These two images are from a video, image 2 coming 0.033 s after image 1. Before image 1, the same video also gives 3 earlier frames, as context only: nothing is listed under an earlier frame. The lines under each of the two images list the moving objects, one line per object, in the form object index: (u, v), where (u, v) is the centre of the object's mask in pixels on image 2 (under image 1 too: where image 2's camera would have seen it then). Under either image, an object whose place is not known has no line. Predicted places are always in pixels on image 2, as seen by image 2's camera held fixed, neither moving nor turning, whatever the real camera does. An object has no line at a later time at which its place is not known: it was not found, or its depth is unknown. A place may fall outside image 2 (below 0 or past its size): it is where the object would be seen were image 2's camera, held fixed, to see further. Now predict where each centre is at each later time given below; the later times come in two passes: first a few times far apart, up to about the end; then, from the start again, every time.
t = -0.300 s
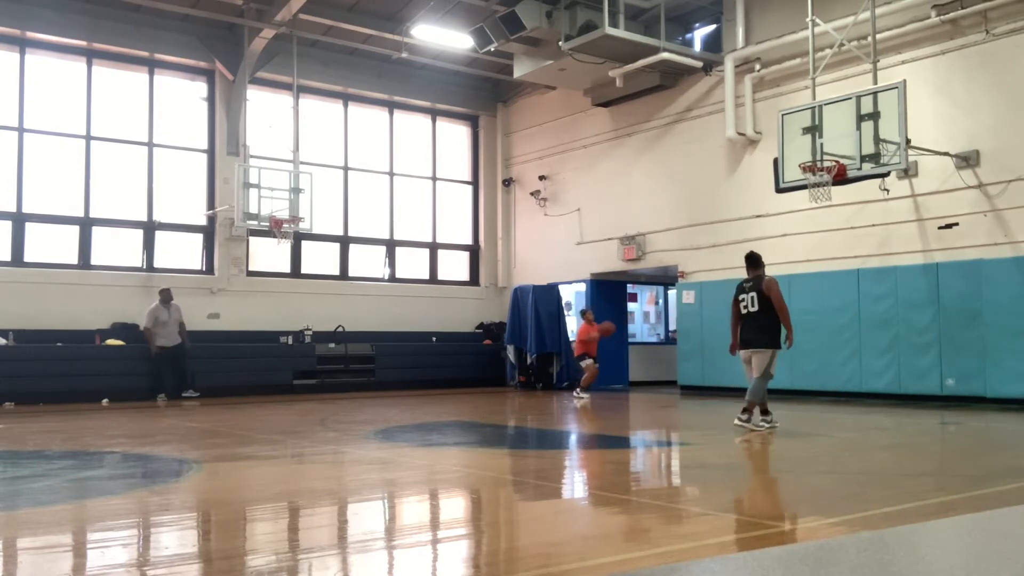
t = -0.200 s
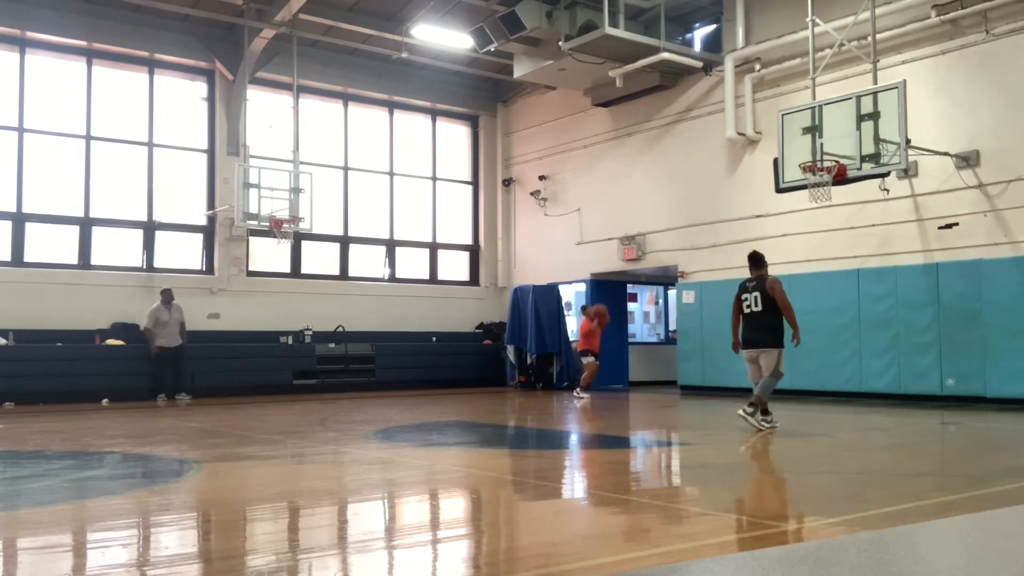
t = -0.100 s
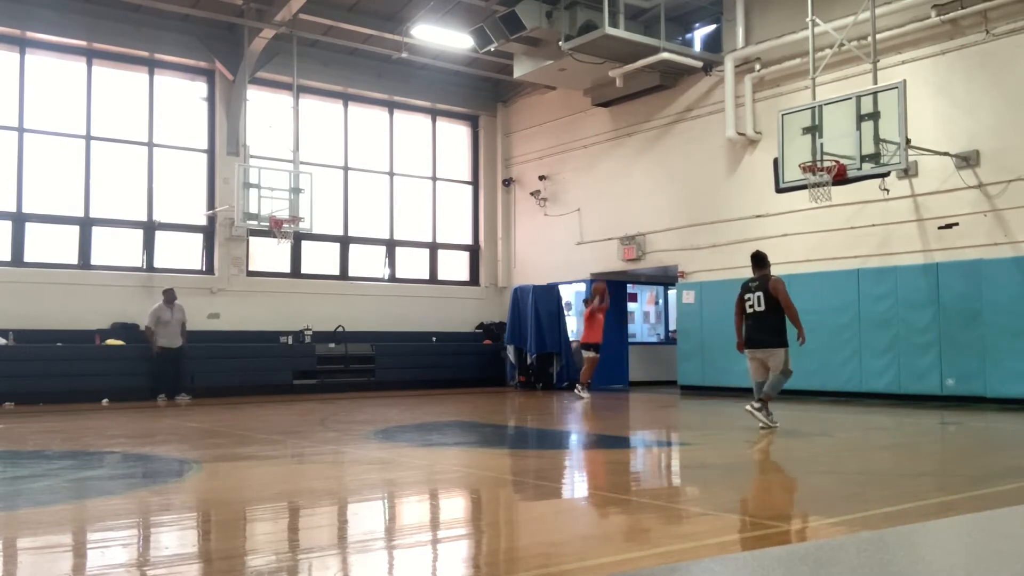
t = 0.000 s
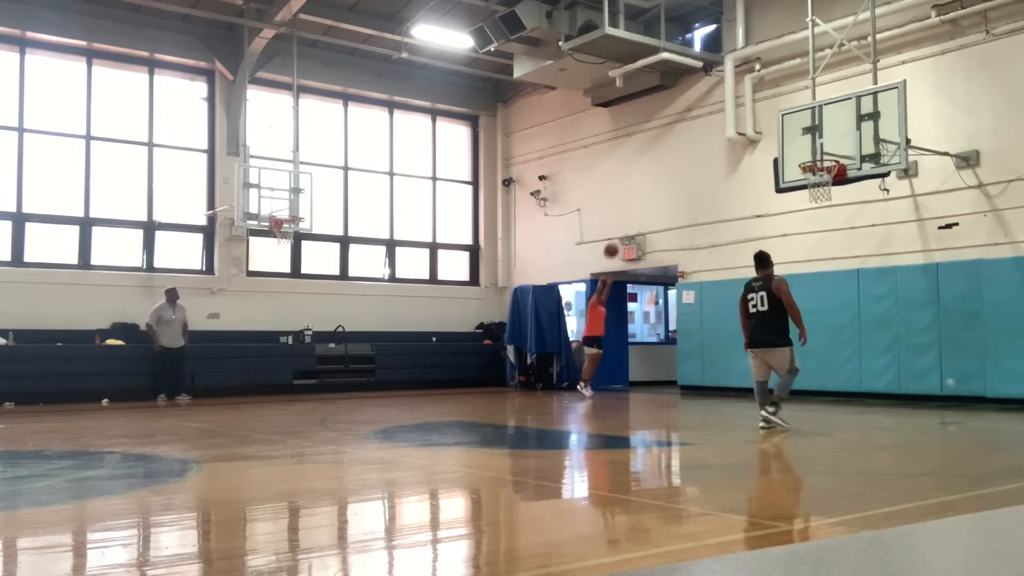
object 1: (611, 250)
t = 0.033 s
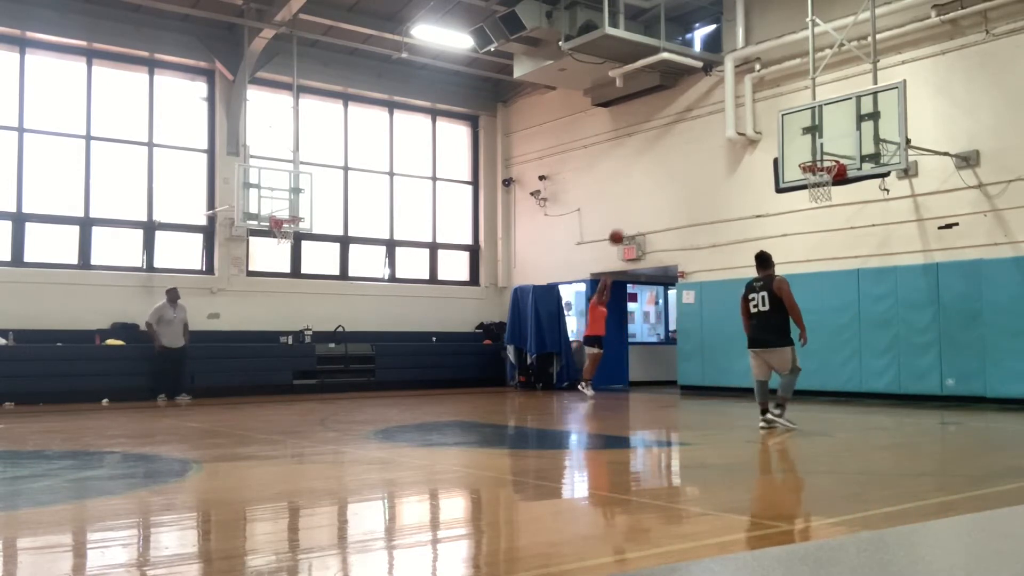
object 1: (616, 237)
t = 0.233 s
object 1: (649, 171)
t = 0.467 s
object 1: (691, 121)
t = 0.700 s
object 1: (736, 104)
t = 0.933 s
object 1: (788, 125)
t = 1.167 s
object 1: (824, 182)
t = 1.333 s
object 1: (804, 208)
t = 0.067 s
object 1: (622, 225)
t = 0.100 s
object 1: (627, 213)
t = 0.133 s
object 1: (632, 201)
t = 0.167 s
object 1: (638, 191)
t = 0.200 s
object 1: (643, 180)
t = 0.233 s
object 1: (649, 171)
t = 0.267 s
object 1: (654, 162)
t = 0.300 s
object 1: (660, 154)
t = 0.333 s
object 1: (666, 146)
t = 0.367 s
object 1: (672, 138)
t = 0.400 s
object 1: (678, 132)
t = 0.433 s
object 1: (684, 127)
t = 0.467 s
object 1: (691, 121)
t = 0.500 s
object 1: (697, 117)
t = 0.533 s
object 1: (703, 112)
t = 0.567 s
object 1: (709, 110)
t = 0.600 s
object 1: (716, 108)
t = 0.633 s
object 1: (723, 106)
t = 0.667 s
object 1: (729, 104)
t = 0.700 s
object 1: (736, 104)
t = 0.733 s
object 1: (743, 104)
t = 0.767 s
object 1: (750, 106)
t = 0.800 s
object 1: (758, 108)
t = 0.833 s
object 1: (765, 111)
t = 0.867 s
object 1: (772, 114)
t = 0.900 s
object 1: (780, 119)
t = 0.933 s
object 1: (788, 125)
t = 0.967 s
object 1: (795, 131)
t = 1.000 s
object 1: (803, 138)
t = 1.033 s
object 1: (811, 147)
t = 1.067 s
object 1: (820, 155)
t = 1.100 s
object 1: (828, 166)
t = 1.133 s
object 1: (828, 175)
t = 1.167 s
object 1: (824, 182)
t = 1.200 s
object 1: (821, 186)
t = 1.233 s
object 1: (816, 191)
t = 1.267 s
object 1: (812, 194)
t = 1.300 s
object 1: (808, 201)
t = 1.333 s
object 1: (804, 208)
